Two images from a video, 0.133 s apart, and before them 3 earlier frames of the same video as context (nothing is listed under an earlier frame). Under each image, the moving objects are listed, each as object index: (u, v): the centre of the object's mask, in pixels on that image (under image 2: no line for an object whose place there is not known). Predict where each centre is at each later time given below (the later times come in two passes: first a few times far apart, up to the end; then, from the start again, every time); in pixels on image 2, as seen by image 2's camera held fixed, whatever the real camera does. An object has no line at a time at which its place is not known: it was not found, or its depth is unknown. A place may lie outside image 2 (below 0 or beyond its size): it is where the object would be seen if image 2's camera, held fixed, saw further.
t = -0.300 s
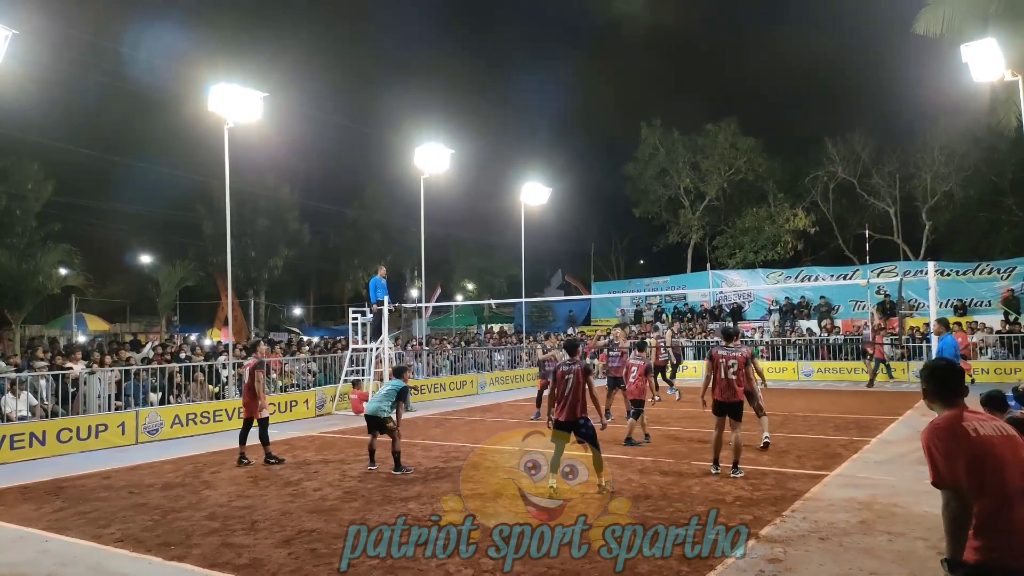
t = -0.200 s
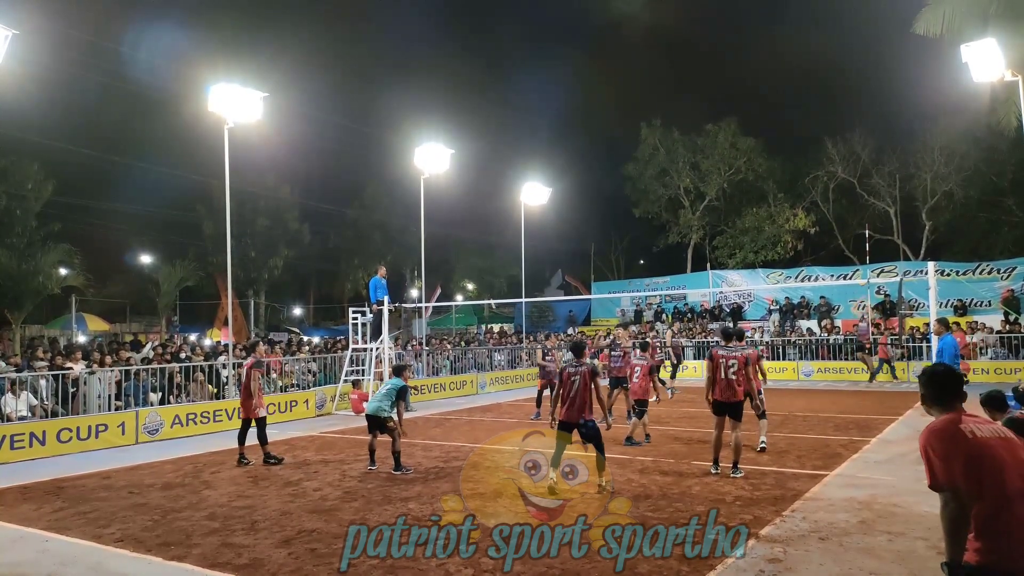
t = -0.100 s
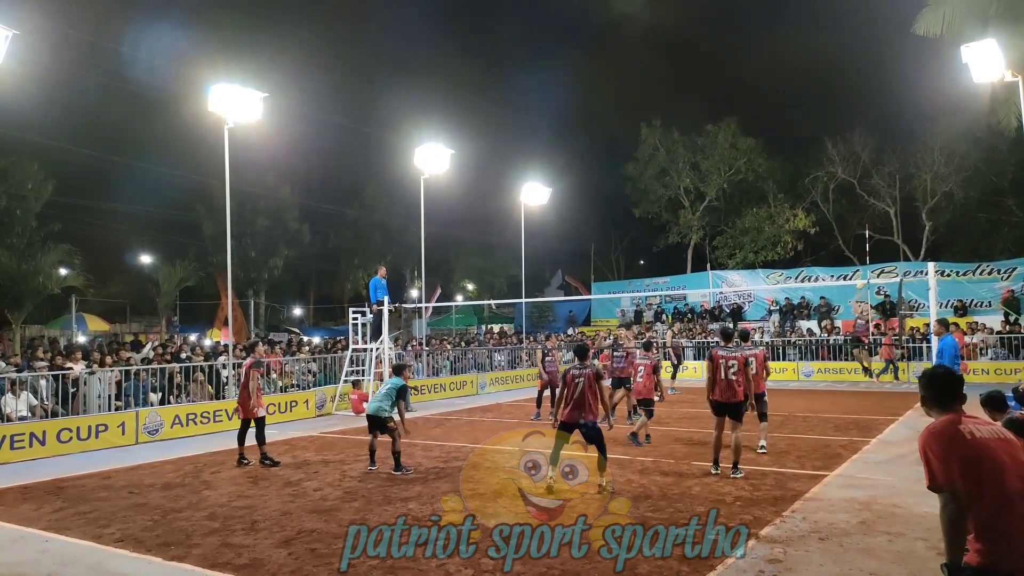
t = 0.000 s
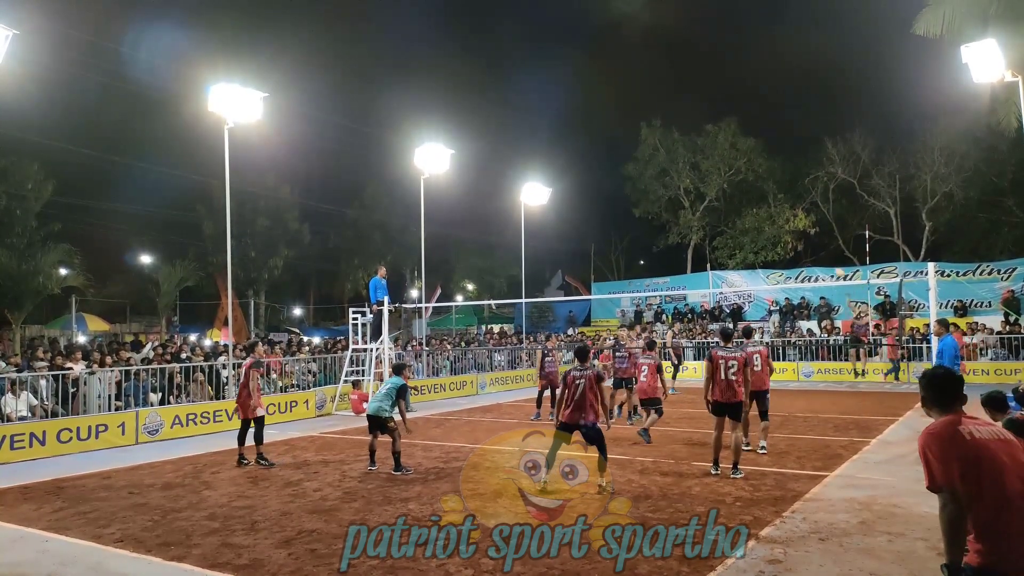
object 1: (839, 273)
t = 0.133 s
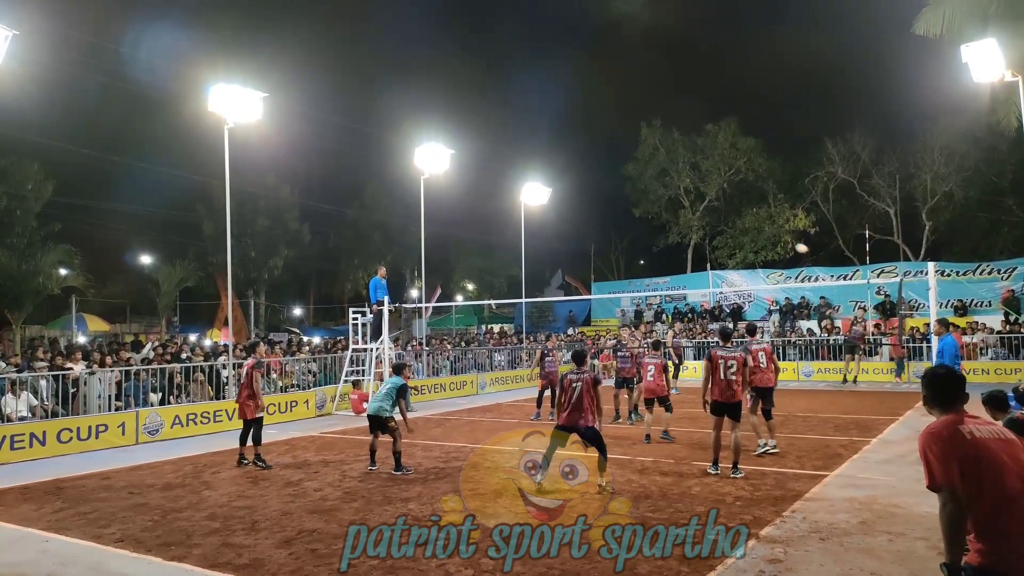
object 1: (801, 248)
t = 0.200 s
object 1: (781, 238)
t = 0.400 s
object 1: (714, 218)
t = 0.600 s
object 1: (636, 210)
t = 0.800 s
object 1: (541, 221)
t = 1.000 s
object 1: (419, 261)
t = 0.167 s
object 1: (791, 243)
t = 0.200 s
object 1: (781, 238)
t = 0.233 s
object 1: (770, 234)
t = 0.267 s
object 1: (759, 230)
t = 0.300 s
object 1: (748, 226)
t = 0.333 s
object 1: (737, 224)
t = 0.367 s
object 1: (725, 221)
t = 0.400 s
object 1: (714, 218)
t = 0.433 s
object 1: (701, 216)
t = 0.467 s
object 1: (689, 214)
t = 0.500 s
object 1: (676, 212)
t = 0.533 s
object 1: (663, 211)
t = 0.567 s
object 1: (649, 210)
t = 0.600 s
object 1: (636, 210)
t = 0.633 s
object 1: (621, 210)
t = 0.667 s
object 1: (606, 211)
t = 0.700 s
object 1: (590, 212)
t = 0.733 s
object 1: (574, 215)
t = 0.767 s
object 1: (558, 217)
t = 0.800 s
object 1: (541, 221)
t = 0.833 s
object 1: (522, 225)
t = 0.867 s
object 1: (504, 231)
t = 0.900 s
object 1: (484, 237)
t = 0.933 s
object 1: (463, 244)
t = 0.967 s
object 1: (442, 252)
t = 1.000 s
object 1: (419, 261)
